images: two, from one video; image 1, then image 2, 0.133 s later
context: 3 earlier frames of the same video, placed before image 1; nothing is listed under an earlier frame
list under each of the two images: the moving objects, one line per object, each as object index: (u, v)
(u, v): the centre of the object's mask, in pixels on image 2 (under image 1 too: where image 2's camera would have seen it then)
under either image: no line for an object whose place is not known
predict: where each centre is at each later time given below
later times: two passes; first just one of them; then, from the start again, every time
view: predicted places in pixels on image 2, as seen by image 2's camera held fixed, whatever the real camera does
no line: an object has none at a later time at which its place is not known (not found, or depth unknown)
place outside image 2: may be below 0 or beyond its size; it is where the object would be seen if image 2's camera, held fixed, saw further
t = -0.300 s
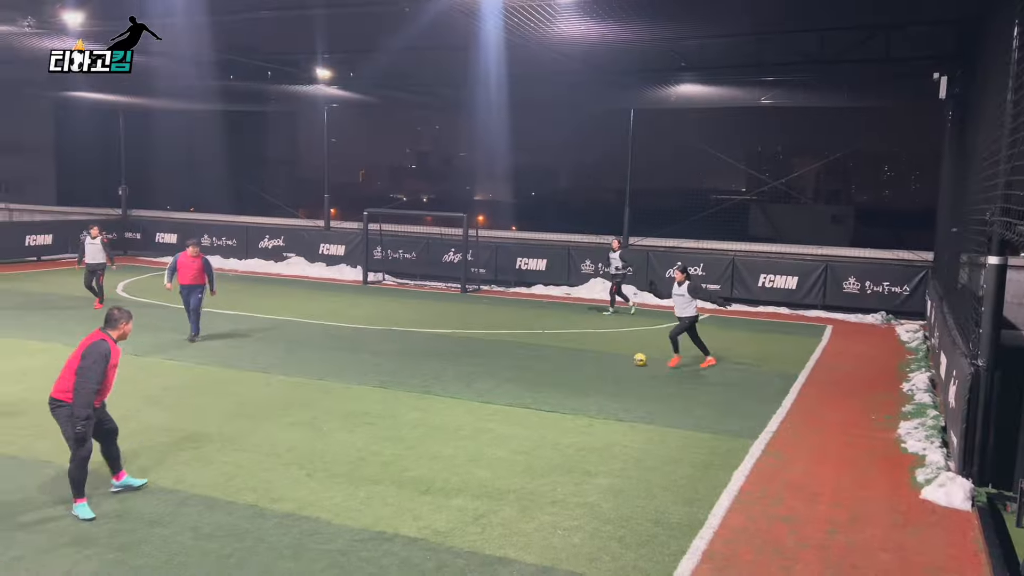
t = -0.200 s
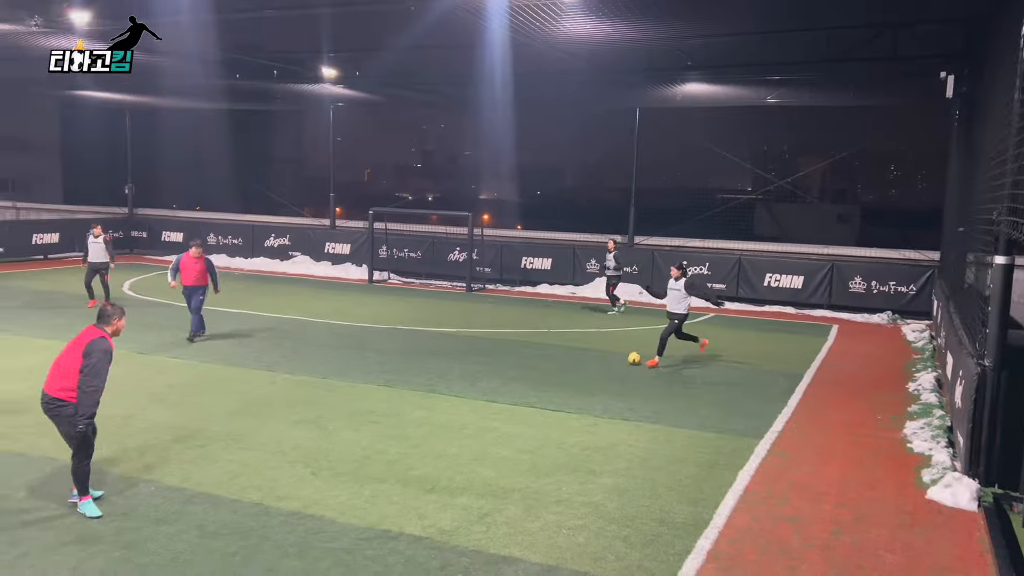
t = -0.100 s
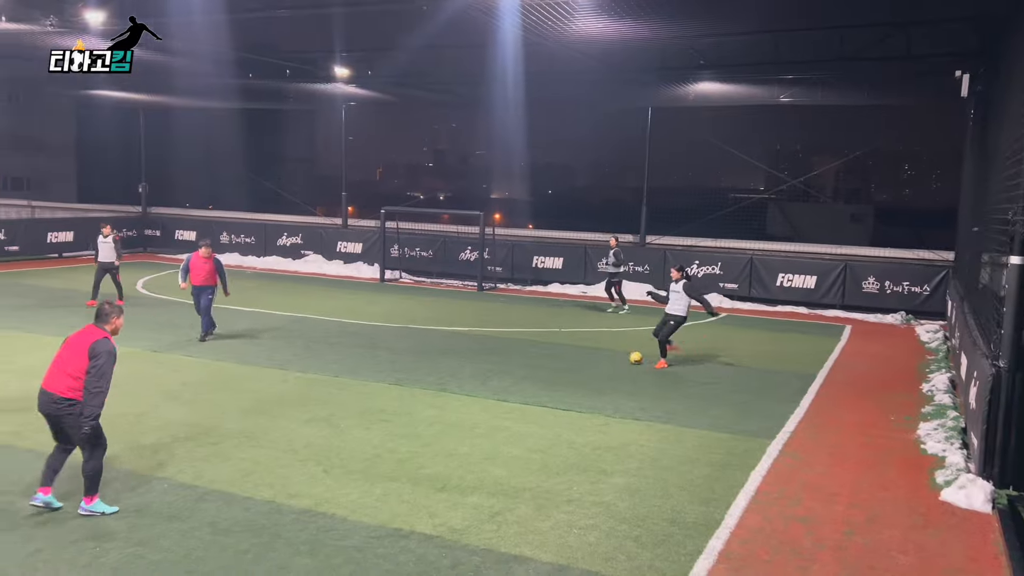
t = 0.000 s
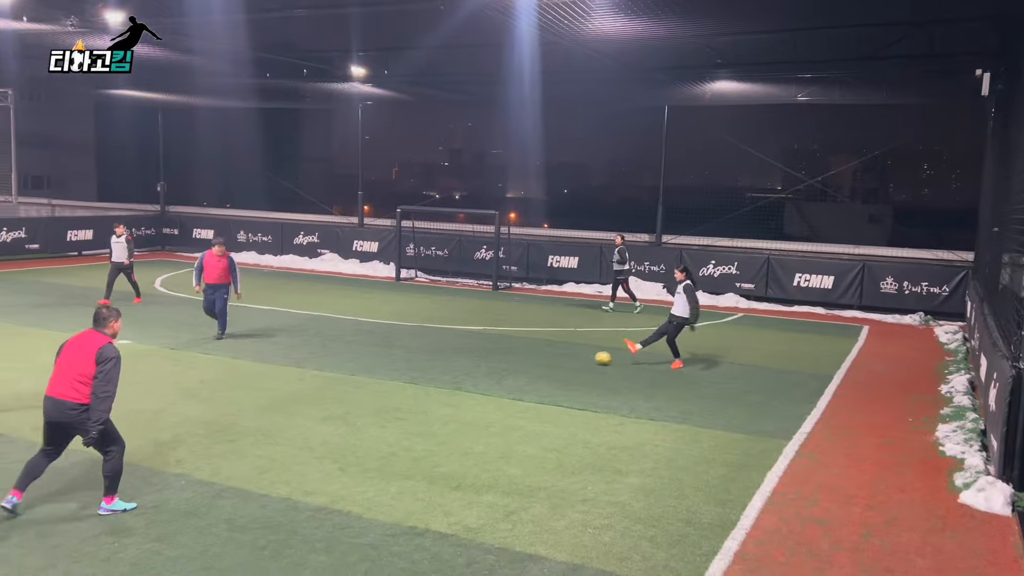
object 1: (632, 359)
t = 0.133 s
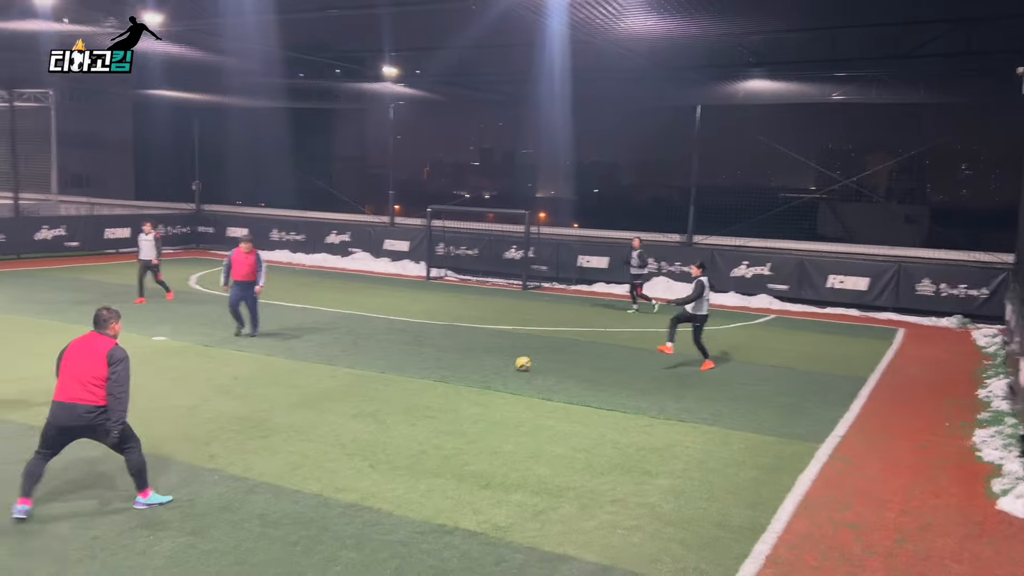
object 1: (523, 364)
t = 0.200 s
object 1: (467, 366)
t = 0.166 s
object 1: (495, 365)
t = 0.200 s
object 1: (467, 366)
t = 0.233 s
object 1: (439, 368)
